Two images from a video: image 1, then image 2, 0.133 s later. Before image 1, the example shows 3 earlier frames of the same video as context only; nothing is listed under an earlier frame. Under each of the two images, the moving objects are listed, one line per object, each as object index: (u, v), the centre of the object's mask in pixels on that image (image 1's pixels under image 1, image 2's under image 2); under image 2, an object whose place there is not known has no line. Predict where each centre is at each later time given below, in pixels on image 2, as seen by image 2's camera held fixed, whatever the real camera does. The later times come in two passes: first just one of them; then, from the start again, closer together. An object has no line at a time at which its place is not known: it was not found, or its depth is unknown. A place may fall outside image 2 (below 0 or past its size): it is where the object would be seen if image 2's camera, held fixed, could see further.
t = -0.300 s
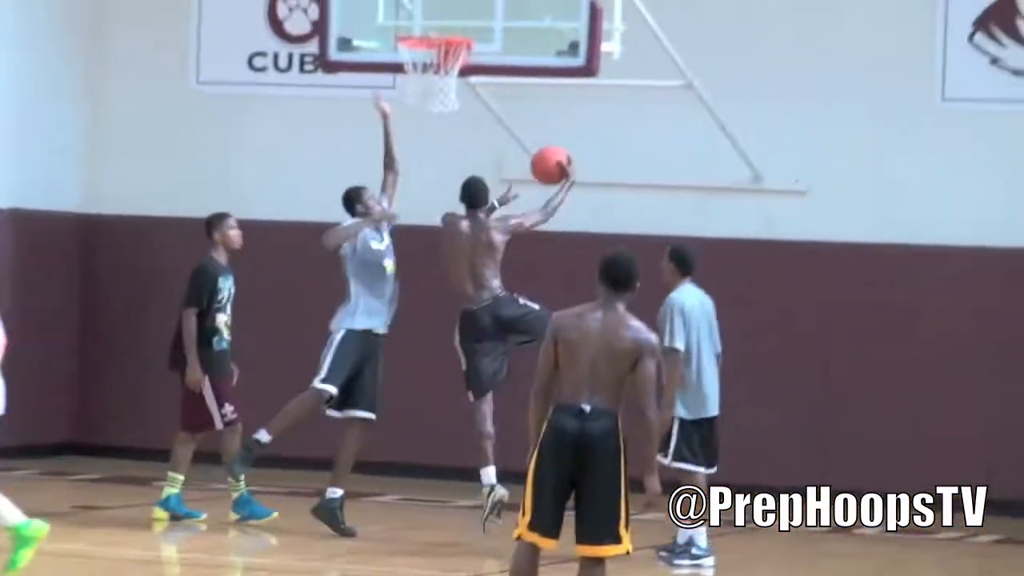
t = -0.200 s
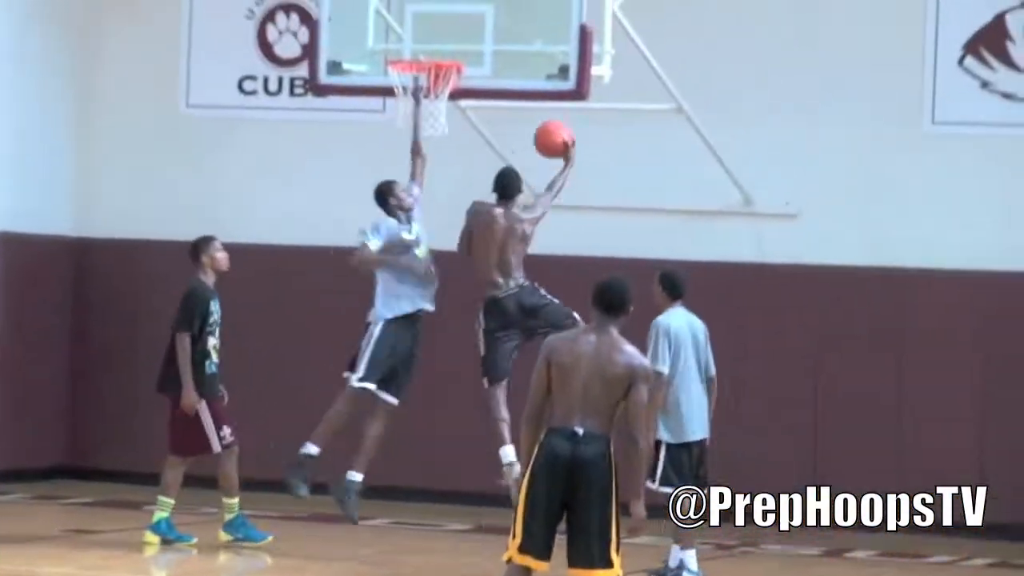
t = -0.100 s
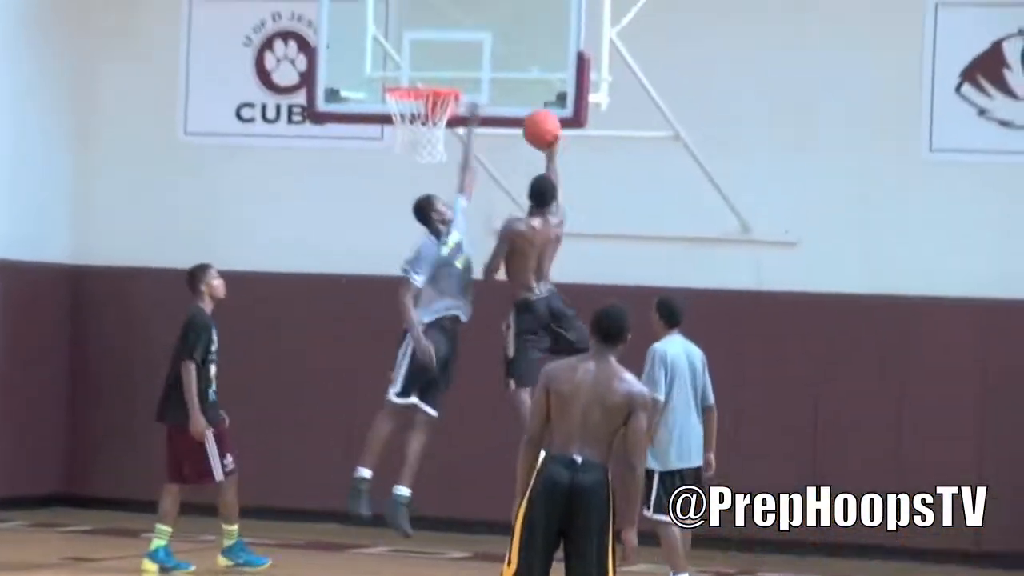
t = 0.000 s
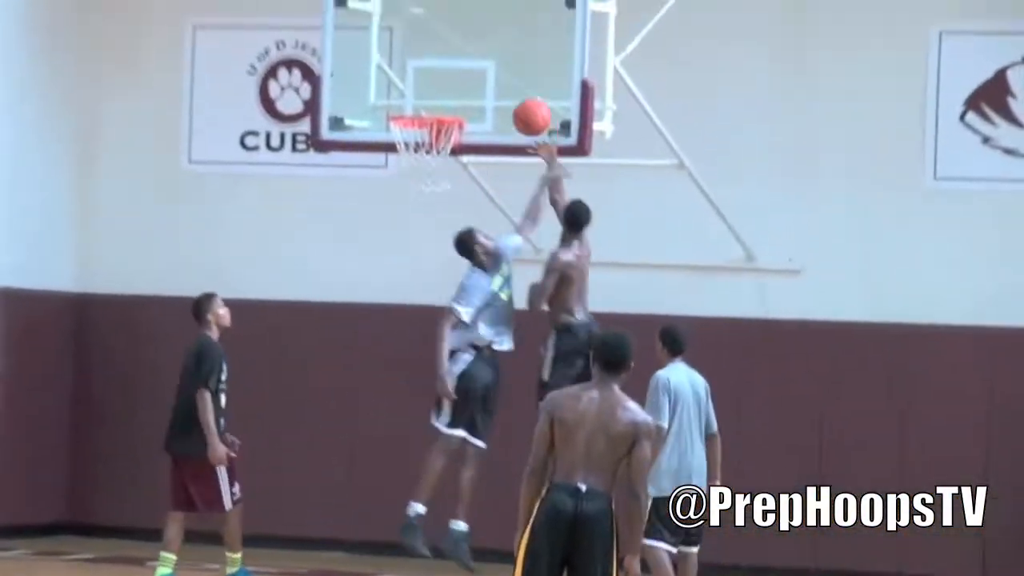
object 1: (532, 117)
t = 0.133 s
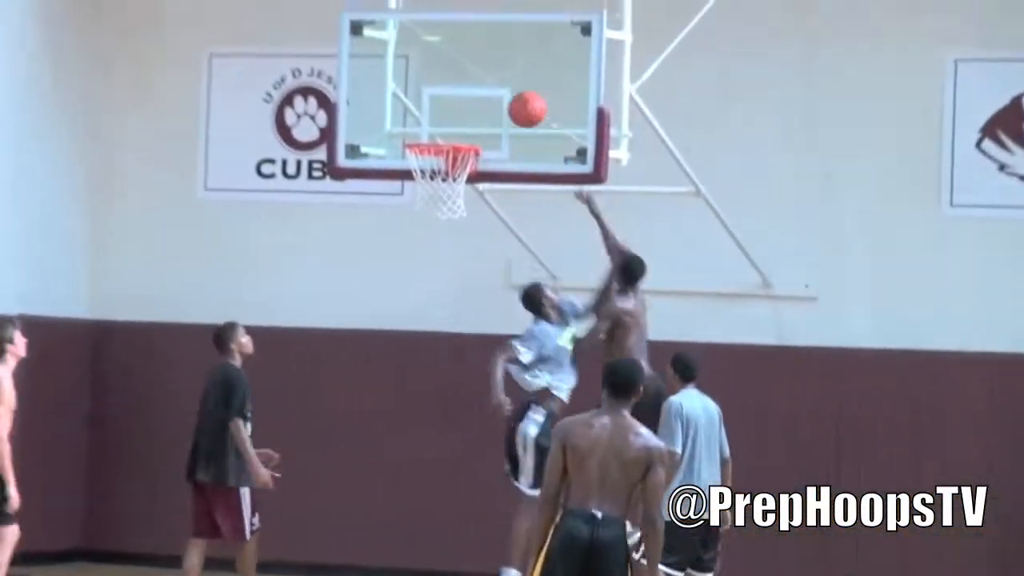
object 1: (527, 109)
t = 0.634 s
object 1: (441, 124)
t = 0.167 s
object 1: (521, 104)
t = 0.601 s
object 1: (446, 122)
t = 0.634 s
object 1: (441, 124)
